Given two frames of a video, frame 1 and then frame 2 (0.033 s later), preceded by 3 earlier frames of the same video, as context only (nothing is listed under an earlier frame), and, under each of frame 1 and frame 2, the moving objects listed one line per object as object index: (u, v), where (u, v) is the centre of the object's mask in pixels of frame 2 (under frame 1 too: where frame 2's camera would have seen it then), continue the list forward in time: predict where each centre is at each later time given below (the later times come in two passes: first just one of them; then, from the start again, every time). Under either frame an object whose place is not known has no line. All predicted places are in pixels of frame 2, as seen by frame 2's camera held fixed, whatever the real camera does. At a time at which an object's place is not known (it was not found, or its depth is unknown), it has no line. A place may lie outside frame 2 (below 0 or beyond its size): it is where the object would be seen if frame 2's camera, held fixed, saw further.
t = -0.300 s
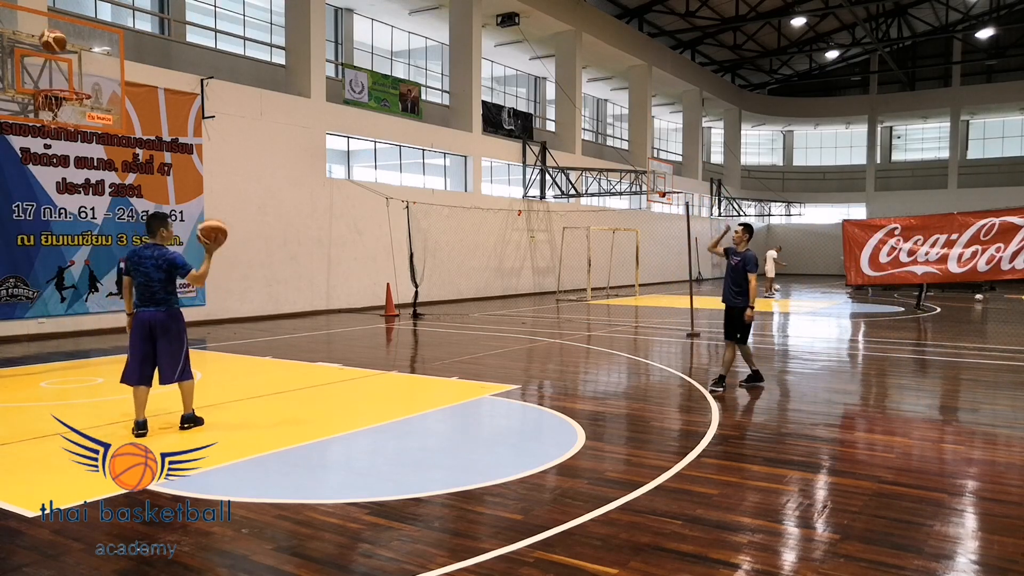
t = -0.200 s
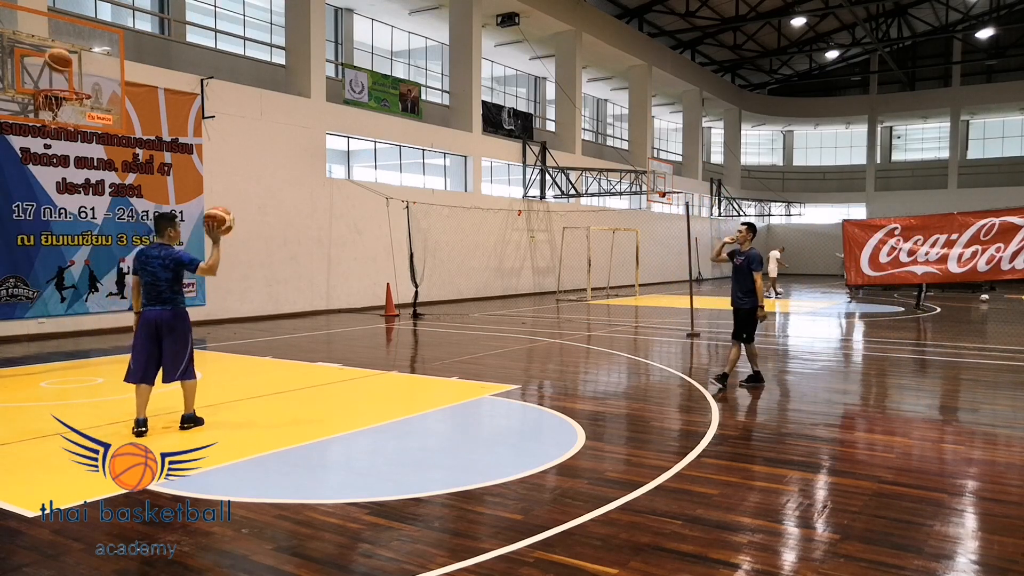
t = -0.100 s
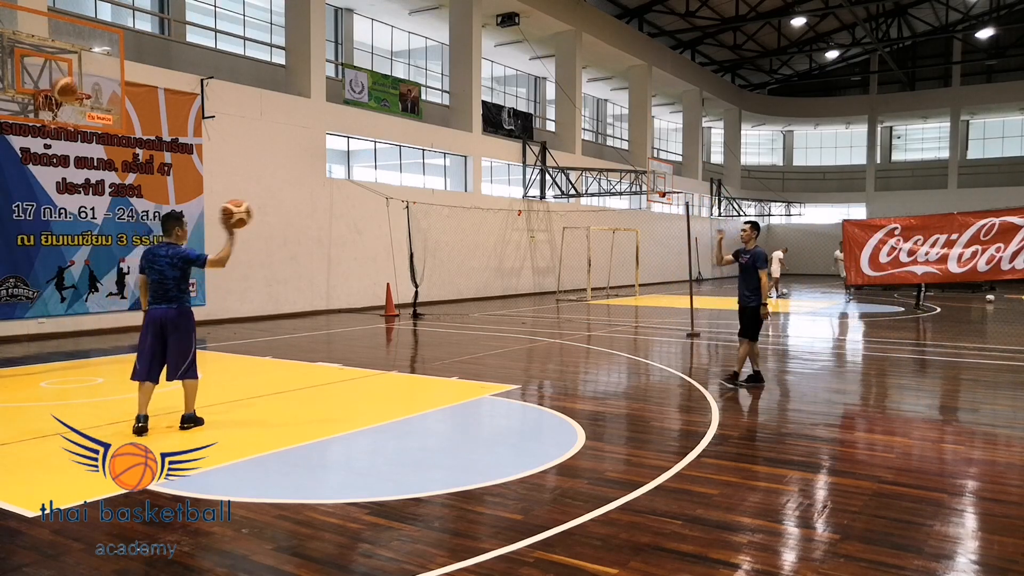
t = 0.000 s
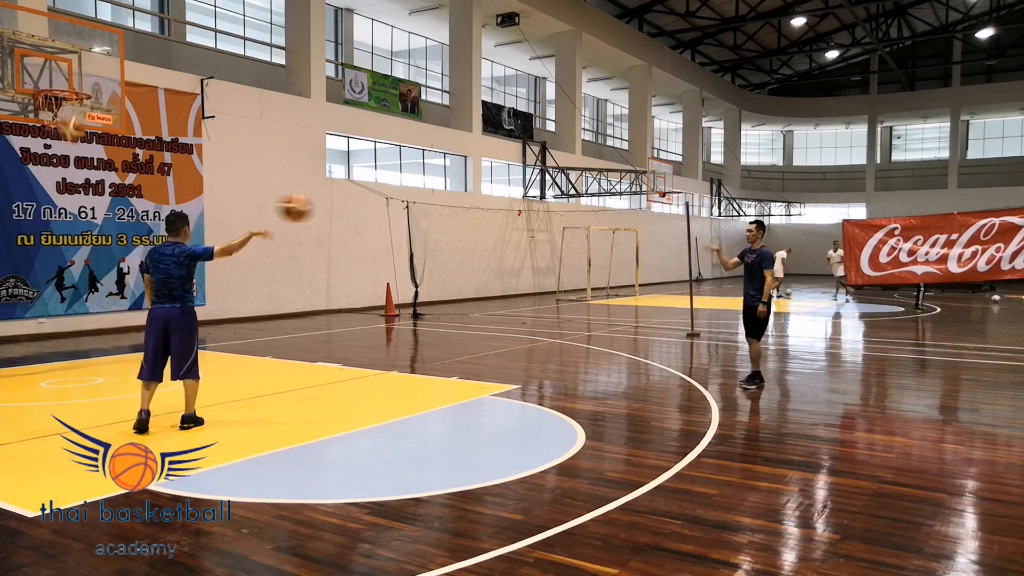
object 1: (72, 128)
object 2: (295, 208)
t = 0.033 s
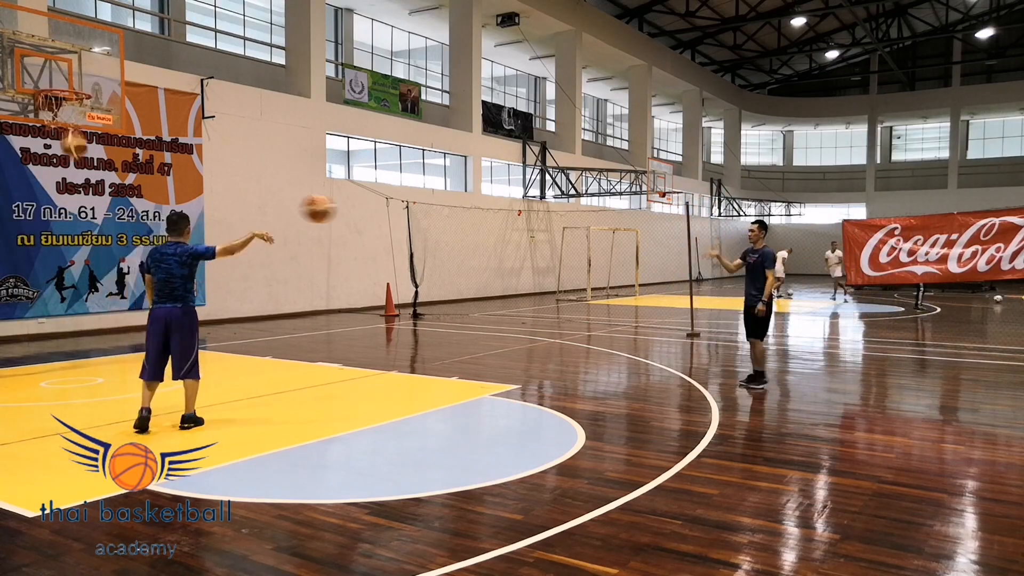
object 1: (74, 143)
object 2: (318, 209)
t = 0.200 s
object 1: (86, 240)
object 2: (428, 231)
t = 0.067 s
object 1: (76, 161)
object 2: (342, 211)
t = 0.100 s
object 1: (79, 180)
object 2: (363, 214)
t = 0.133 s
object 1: (80, 199)
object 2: (385, 218)
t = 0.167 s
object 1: (84, 220)
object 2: (408, 225)
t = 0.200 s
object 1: (86, 240)
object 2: (428, 231)
